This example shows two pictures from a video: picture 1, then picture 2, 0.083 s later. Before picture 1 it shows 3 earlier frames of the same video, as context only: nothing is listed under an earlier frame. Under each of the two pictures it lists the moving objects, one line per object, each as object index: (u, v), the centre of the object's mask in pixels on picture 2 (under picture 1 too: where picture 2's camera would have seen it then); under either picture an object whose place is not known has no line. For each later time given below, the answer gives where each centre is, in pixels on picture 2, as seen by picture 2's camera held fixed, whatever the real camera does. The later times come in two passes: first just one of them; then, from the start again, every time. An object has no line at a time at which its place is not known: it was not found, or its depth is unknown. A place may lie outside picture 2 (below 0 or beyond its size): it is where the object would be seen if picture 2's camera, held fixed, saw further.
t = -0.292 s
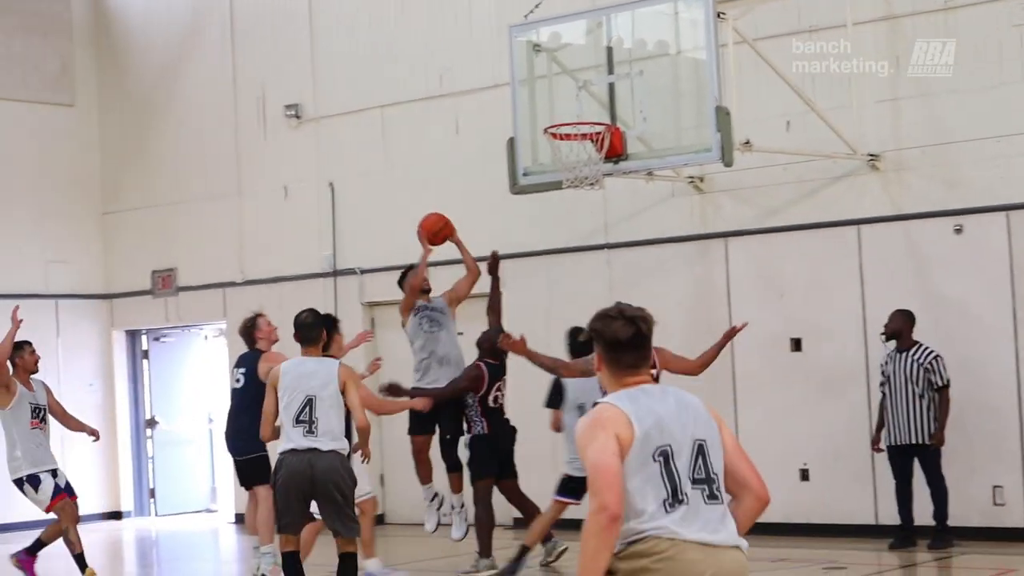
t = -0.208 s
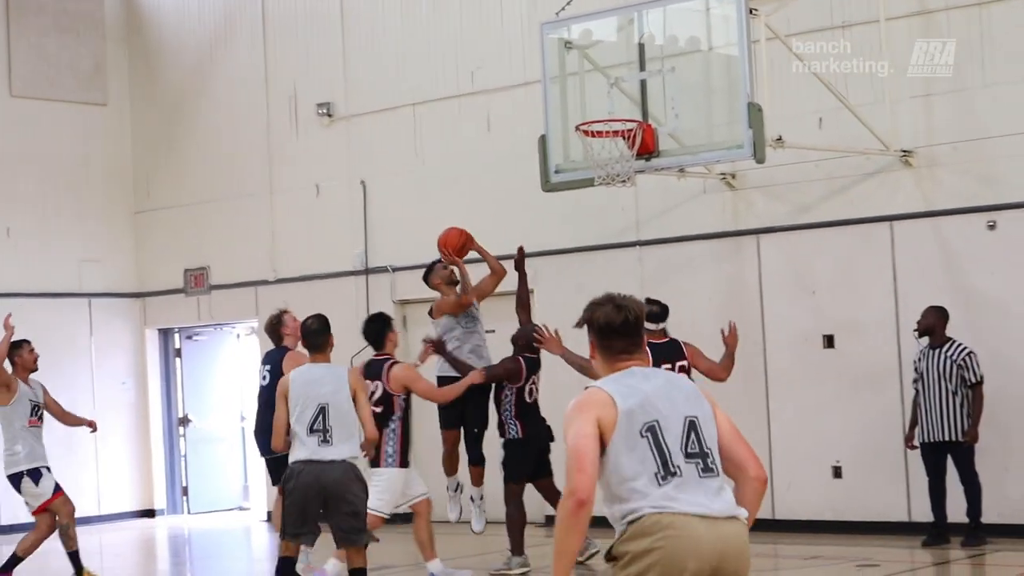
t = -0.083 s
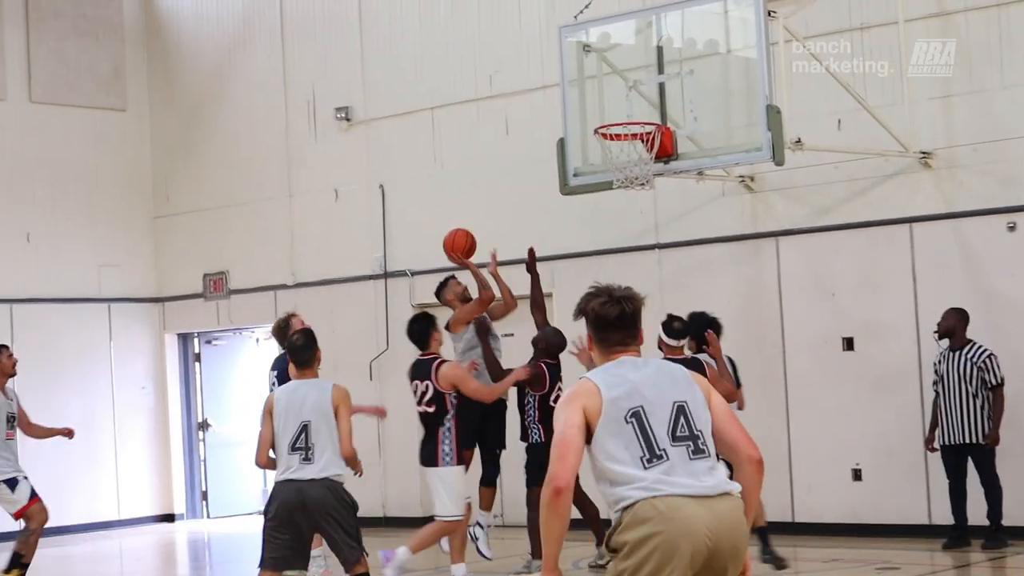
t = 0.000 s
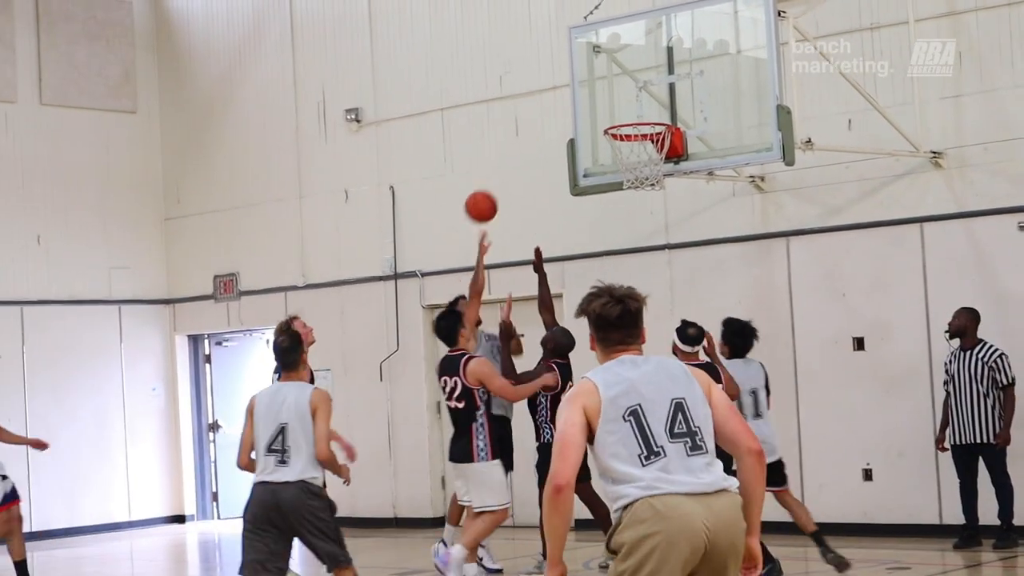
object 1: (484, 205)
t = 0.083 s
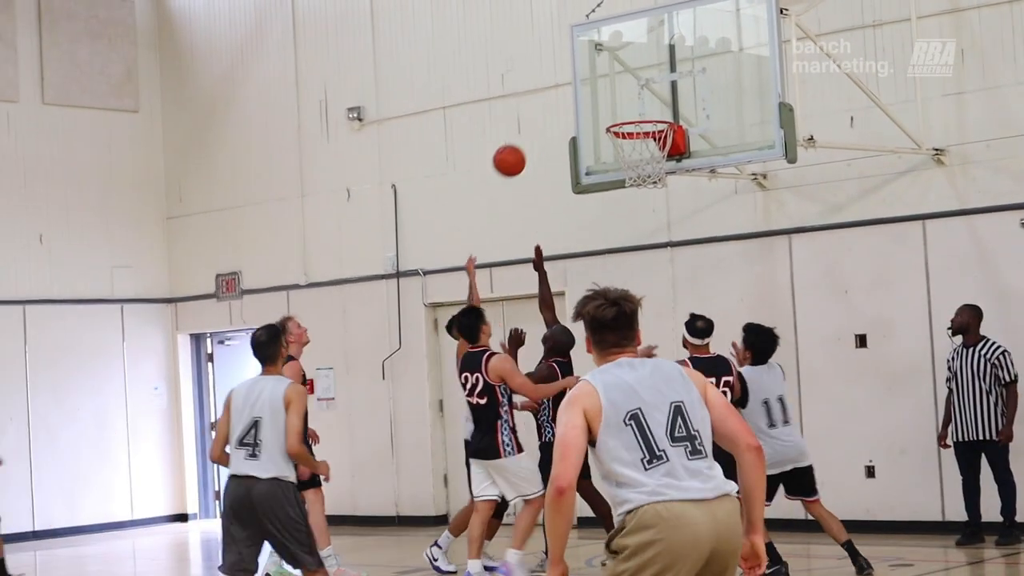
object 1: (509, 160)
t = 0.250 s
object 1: (562, 99)
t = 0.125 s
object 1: (522, 142)
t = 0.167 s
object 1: (535, 125)
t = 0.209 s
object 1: (548, 111)
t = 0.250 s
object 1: (562, 99)
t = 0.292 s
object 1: (582, 84)
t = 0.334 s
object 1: (595, 78)
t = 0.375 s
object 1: (607, 74)
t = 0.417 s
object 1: (605, 75)
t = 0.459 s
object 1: (603, 78)
